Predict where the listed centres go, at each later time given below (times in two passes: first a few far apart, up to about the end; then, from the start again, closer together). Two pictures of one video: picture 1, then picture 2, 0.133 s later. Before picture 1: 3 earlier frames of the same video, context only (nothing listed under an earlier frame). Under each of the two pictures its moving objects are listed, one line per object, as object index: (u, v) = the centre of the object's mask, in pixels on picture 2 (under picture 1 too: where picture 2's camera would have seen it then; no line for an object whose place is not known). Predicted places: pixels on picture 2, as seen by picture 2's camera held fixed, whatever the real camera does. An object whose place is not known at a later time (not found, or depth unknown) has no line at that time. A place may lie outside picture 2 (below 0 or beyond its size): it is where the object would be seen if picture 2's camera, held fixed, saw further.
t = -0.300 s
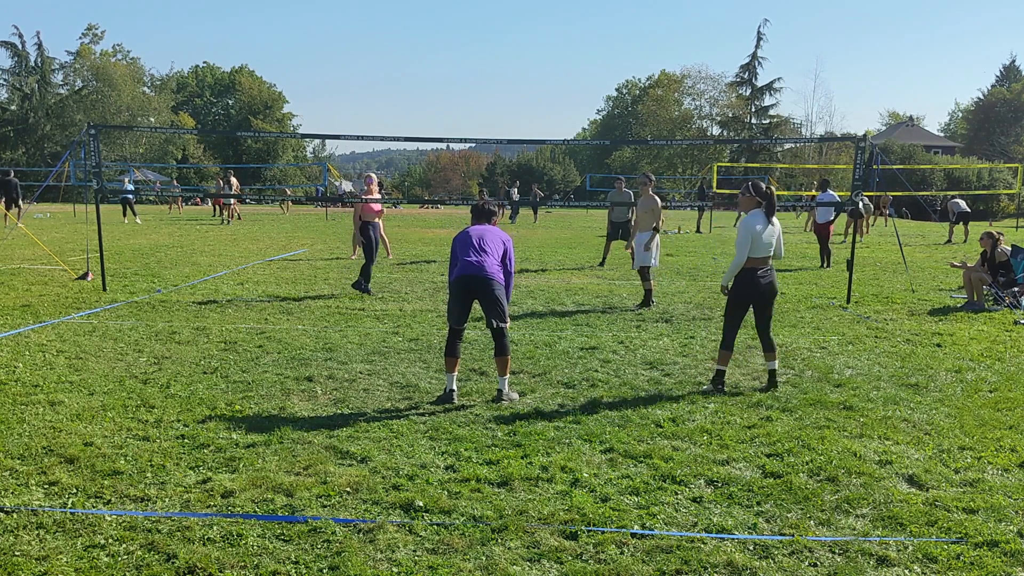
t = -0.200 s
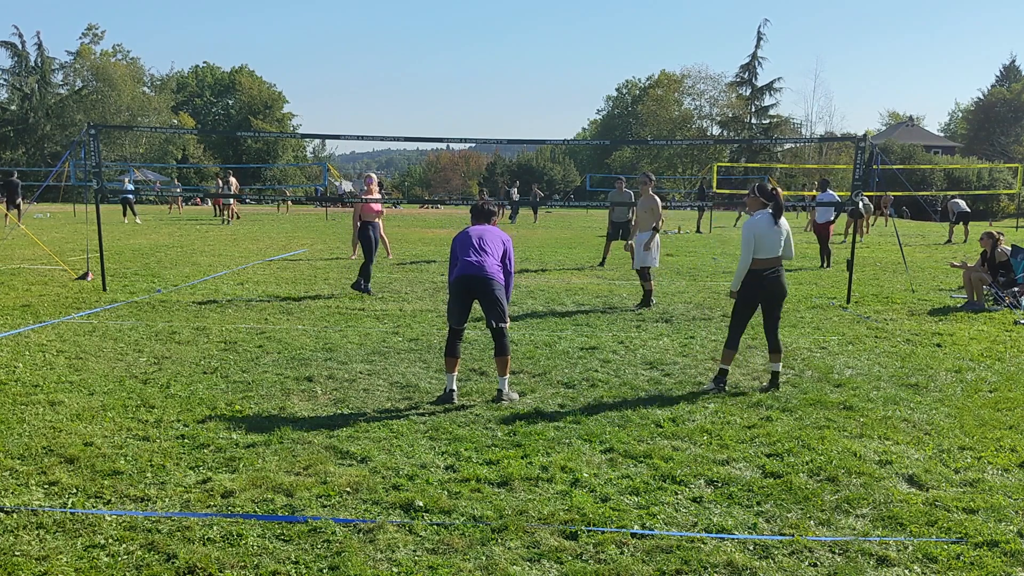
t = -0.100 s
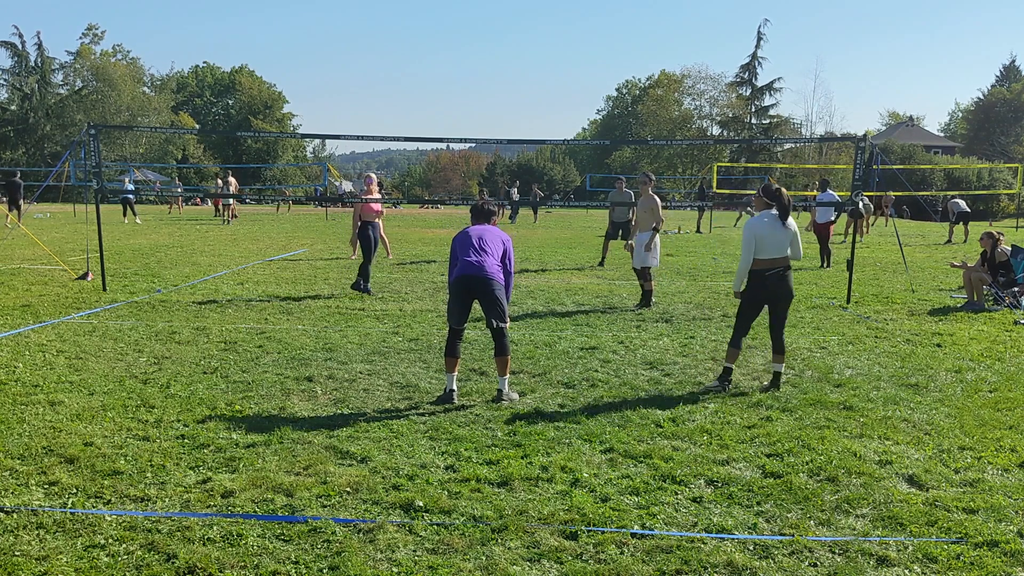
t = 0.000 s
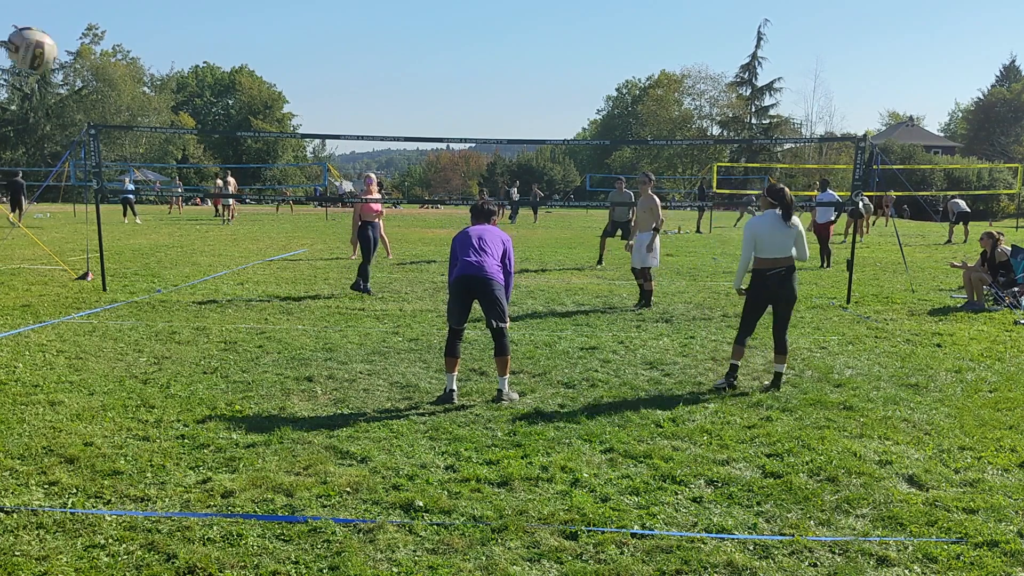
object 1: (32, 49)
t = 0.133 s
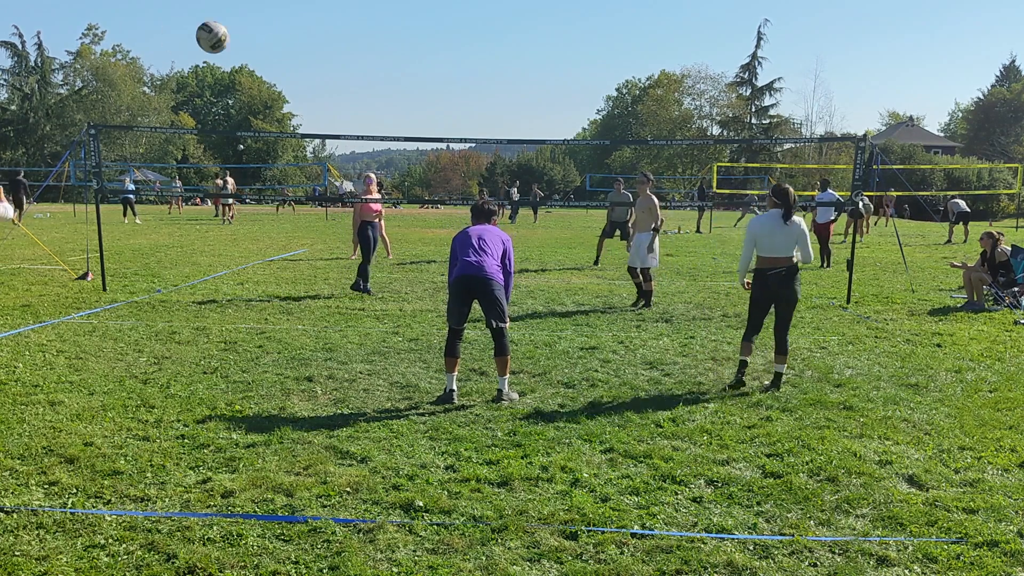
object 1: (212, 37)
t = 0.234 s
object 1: (281, 46)
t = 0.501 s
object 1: (373, 91)
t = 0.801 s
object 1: (408, 155)
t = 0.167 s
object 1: (239, 39)
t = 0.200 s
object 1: (262, 42)
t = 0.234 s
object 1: (281, 46)
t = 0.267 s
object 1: (298, 50)
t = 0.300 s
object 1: (313, 55)
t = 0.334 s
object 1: (326, 60)
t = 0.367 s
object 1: (342, 68)
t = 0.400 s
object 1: (351, 73)
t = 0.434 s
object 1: (359, 79)
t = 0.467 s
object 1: (366, 85)
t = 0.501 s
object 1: (373, 91)
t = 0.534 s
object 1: (379, 98)
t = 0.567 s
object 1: (384, 104)
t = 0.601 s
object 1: (389, 111)
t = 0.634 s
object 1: (393, 118)
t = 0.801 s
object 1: (408, 155)
